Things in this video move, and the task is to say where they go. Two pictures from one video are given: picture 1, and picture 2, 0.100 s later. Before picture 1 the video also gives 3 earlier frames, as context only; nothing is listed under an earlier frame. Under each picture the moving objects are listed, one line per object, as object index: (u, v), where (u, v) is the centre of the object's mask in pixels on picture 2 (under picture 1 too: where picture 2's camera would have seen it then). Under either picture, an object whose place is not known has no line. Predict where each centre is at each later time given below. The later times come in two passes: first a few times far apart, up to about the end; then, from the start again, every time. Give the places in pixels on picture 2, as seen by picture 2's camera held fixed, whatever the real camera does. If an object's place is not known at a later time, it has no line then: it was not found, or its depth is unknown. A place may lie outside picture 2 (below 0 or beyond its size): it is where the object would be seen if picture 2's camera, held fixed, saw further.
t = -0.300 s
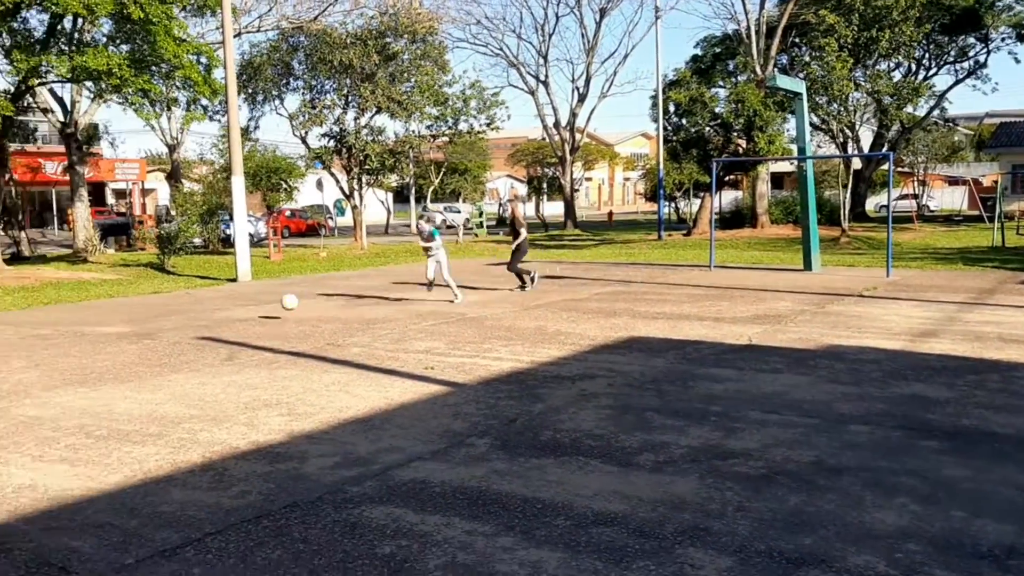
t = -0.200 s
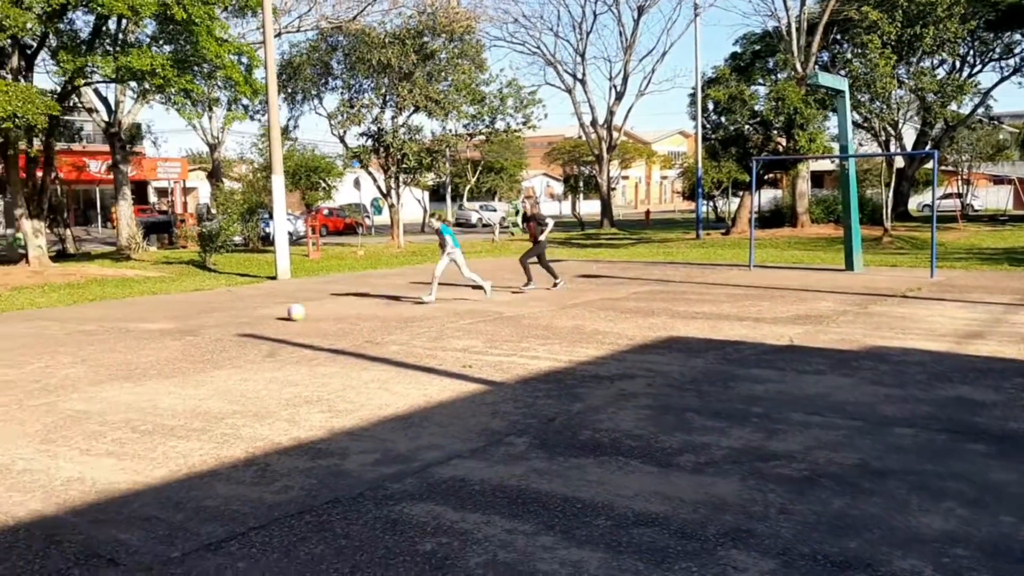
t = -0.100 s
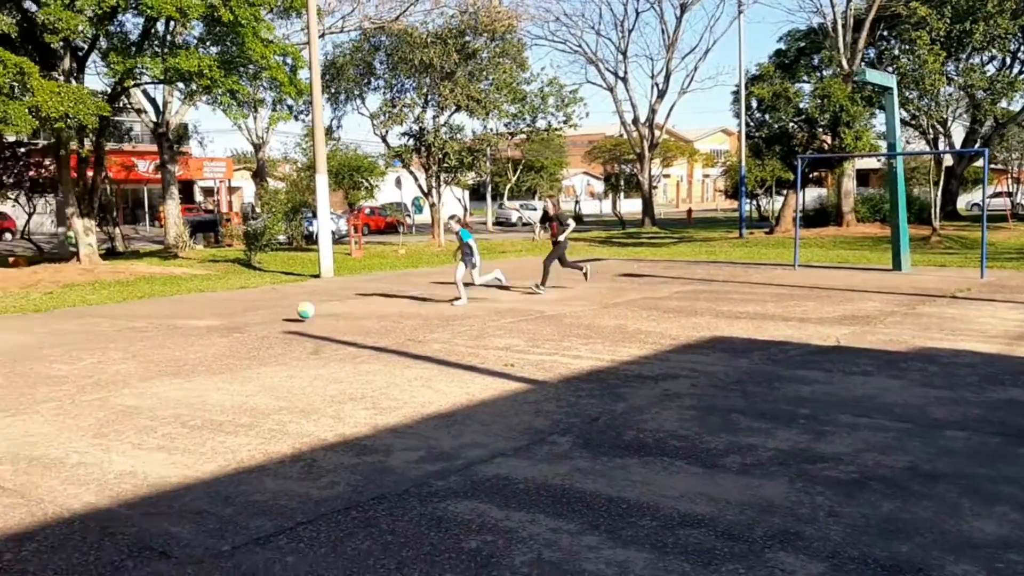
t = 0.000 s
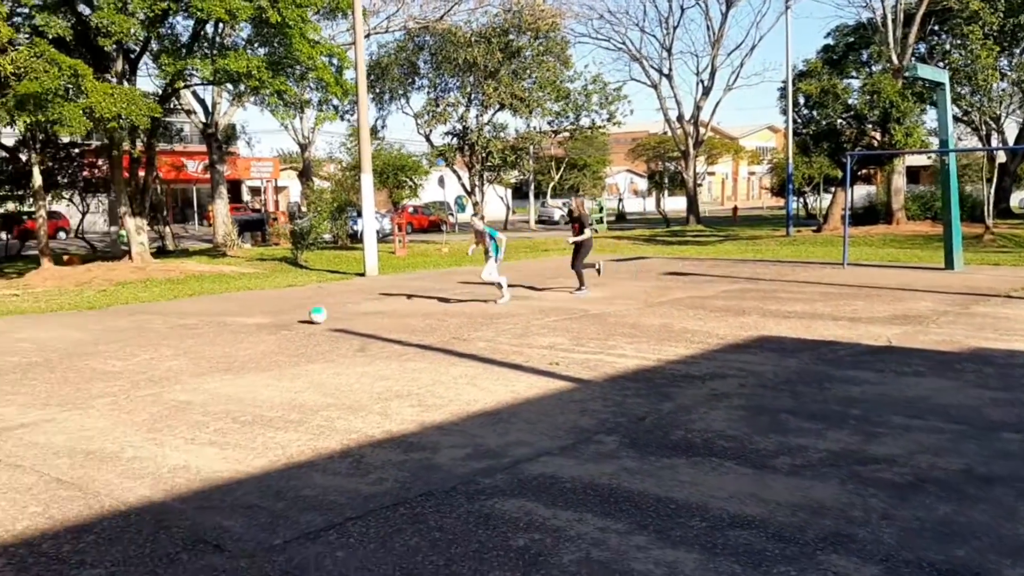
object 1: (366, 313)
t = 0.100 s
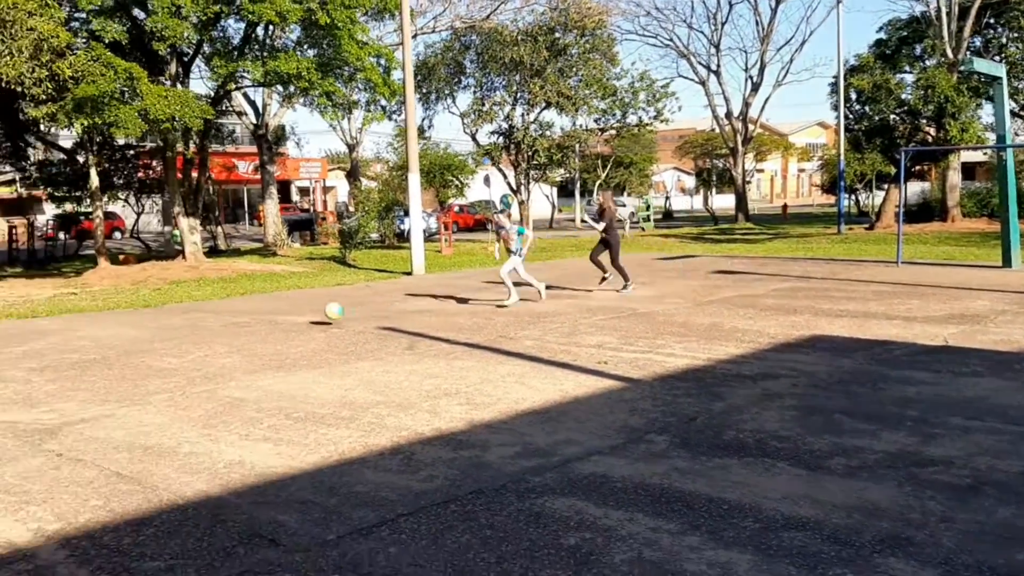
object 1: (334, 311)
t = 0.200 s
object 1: (299, 314)
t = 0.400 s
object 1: (229, 323)
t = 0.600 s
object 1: (149, 333)
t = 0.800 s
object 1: (64, 344)
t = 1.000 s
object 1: (-28, 355)
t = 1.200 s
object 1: (-127, 366)
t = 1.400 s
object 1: (-234, 376)
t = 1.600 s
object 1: (-345, 388)
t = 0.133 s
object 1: (322, 310)
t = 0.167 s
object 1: (310, 311)
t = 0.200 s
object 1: (299, 314)
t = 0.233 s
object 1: (288, 316)
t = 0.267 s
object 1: (277, 319)
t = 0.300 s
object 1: (264, 323)
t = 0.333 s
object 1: (252, 324)
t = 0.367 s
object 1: (241, 324)
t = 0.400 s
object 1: (229, 323)
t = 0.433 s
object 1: (216, 324)
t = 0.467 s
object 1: (202, 326)
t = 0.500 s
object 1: (190, 330)
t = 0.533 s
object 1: (178, 334)
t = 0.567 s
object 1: (164, 333)
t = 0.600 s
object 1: (149, 333)
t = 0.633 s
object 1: (135, 334)
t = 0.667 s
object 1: (122, 336)
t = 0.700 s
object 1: (109, 339)
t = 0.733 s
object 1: (94, 343)
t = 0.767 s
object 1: (79, 343)
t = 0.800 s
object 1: (64, 344)
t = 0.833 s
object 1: (50, 347)
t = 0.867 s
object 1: (35, 349)
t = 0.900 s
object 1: (20, 350)
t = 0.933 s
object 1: (4, 352)
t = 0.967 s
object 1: (-12, 354)
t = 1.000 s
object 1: (-28, 355)
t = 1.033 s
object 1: (-44, 356)
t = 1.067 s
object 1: (-60, 358)
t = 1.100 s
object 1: (-77, 360)
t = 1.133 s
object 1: (-94, 362)
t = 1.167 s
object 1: (-111, 365)
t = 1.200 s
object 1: (-127, 366)
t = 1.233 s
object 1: (-145, 367)
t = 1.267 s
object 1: (-163, 368)
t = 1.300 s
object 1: (-180, 371)
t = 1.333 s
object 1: (-197, 372)
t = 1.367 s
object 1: (-215, 373)
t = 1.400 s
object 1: (-234, 376)
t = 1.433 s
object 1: (-252, 379)
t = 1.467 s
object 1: (-271, 381)
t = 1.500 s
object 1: (-290, 382)
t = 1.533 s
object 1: (-308, 385)
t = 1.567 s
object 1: (-327, 387)
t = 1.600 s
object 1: (-345, 388)
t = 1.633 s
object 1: (-366, 390)
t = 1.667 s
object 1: (-386, 391)
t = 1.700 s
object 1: (-405, 392)
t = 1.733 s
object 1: (-426, 395)
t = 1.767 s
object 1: (-446, 396)
